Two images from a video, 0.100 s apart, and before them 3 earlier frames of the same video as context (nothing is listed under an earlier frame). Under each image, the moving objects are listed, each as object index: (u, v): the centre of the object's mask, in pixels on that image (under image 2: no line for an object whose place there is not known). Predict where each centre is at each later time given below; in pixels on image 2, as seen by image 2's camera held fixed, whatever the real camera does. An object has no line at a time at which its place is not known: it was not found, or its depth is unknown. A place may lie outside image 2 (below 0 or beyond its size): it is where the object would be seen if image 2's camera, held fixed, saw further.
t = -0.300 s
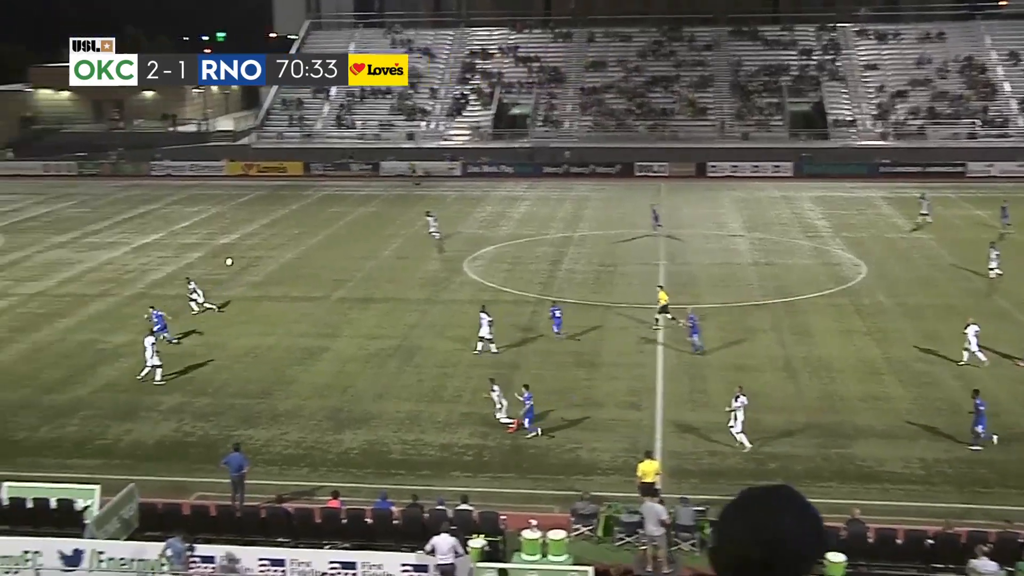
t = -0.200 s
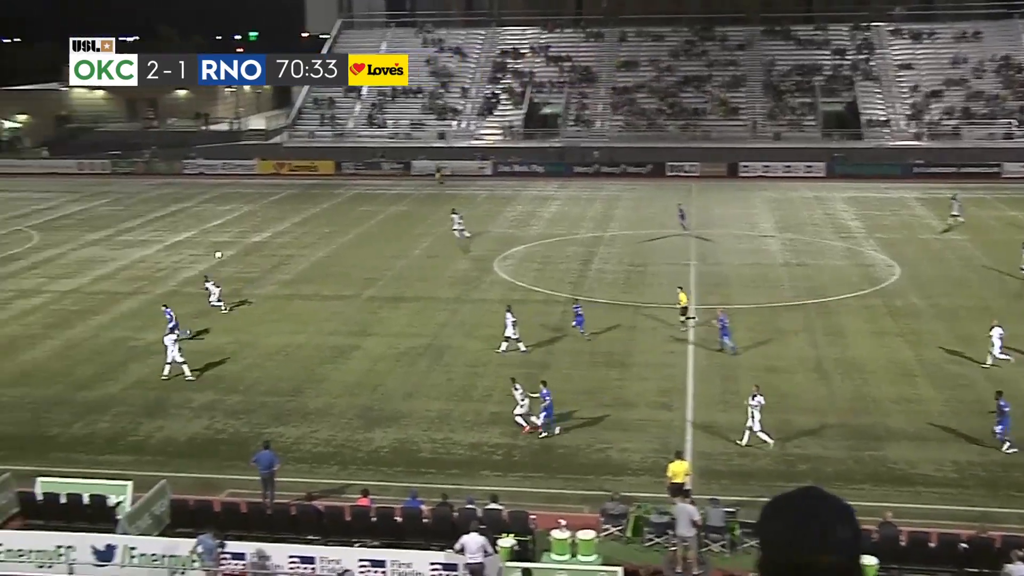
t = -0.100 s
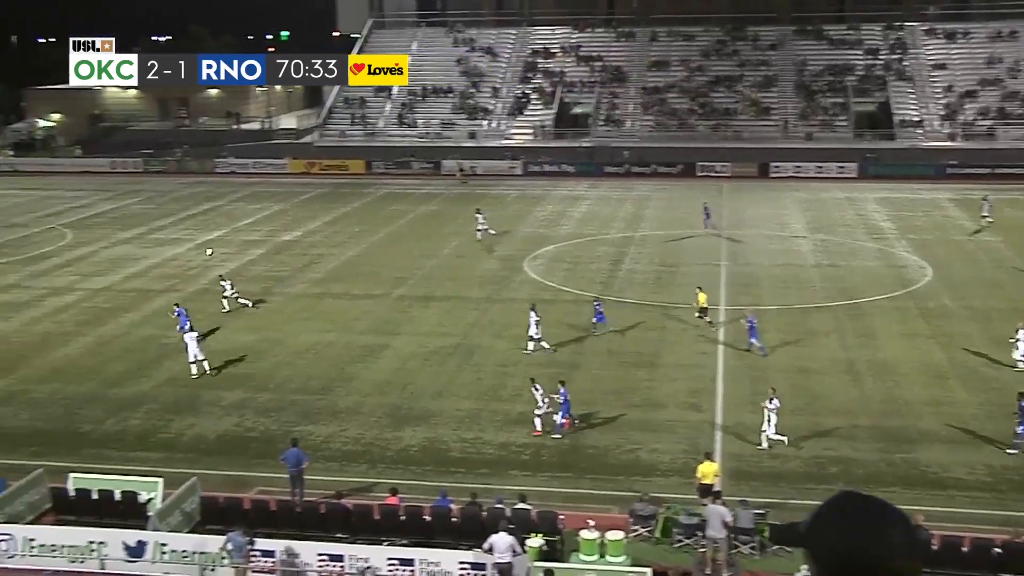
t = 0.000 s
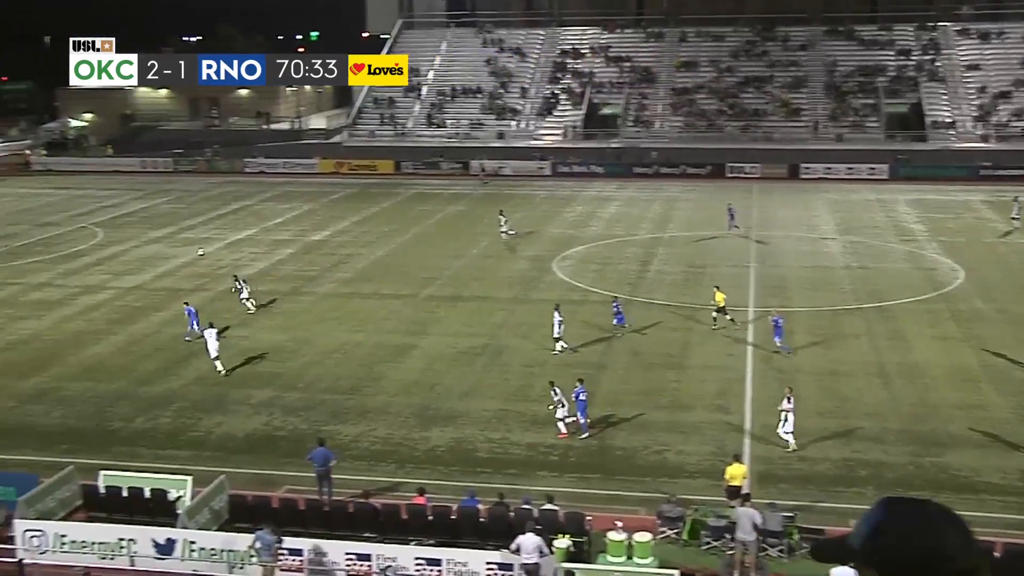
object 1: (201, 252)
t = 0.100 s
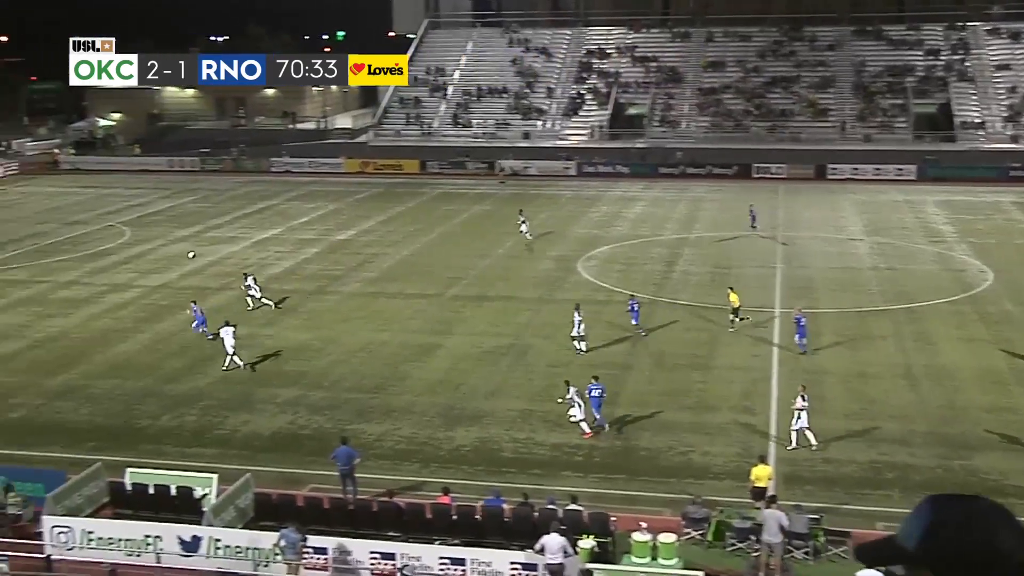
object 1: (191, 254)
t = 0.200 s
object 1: (160, 261)
